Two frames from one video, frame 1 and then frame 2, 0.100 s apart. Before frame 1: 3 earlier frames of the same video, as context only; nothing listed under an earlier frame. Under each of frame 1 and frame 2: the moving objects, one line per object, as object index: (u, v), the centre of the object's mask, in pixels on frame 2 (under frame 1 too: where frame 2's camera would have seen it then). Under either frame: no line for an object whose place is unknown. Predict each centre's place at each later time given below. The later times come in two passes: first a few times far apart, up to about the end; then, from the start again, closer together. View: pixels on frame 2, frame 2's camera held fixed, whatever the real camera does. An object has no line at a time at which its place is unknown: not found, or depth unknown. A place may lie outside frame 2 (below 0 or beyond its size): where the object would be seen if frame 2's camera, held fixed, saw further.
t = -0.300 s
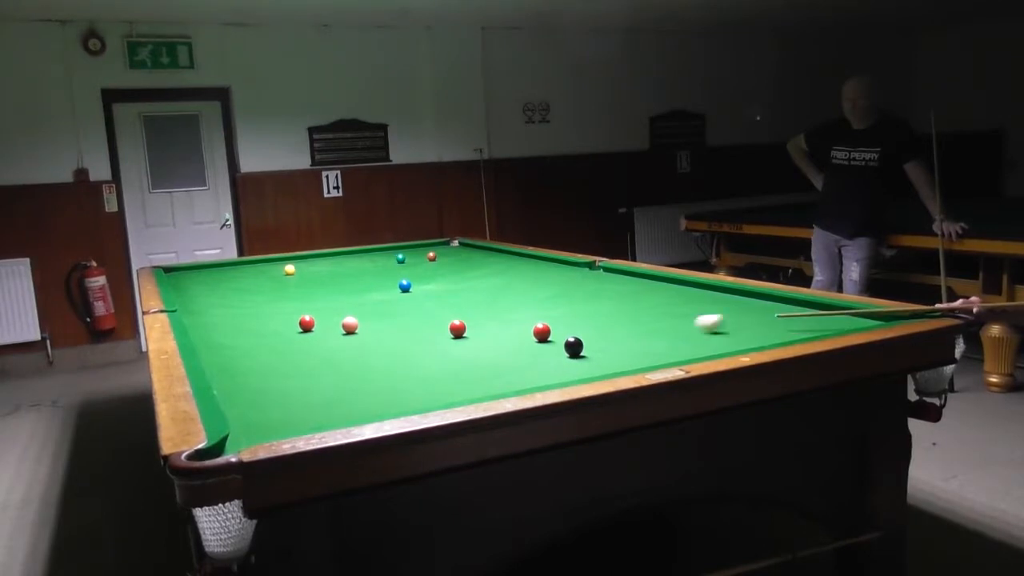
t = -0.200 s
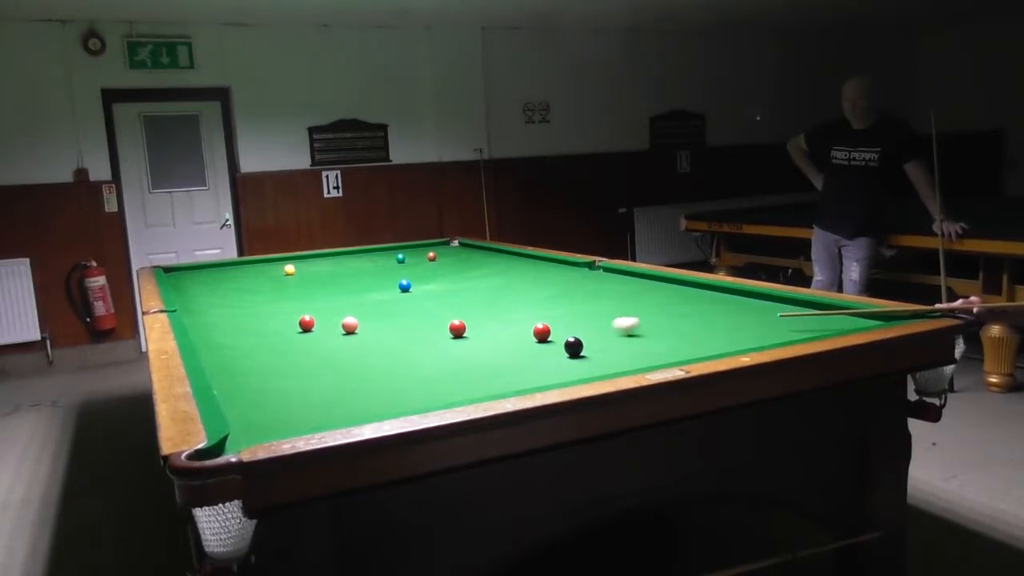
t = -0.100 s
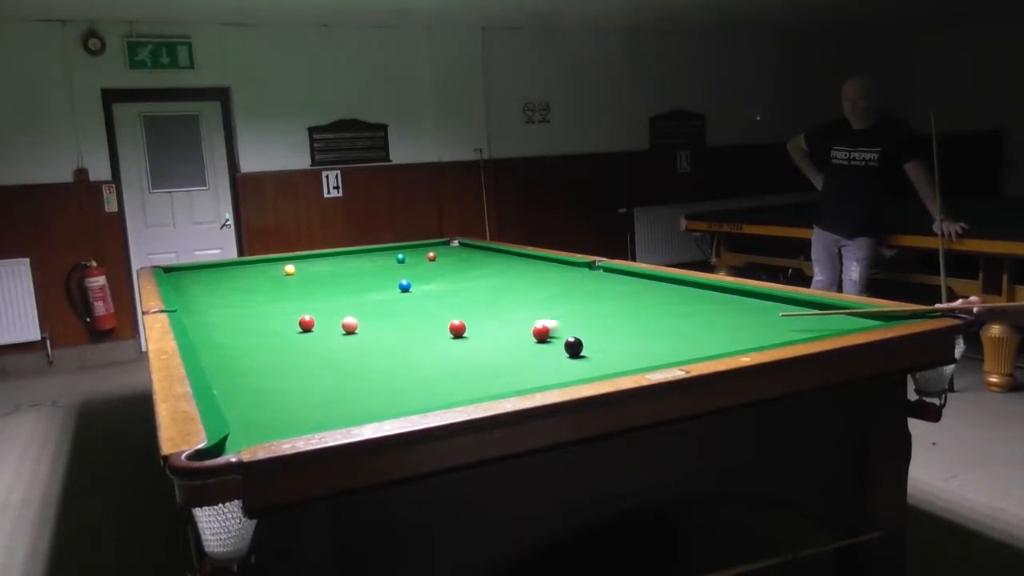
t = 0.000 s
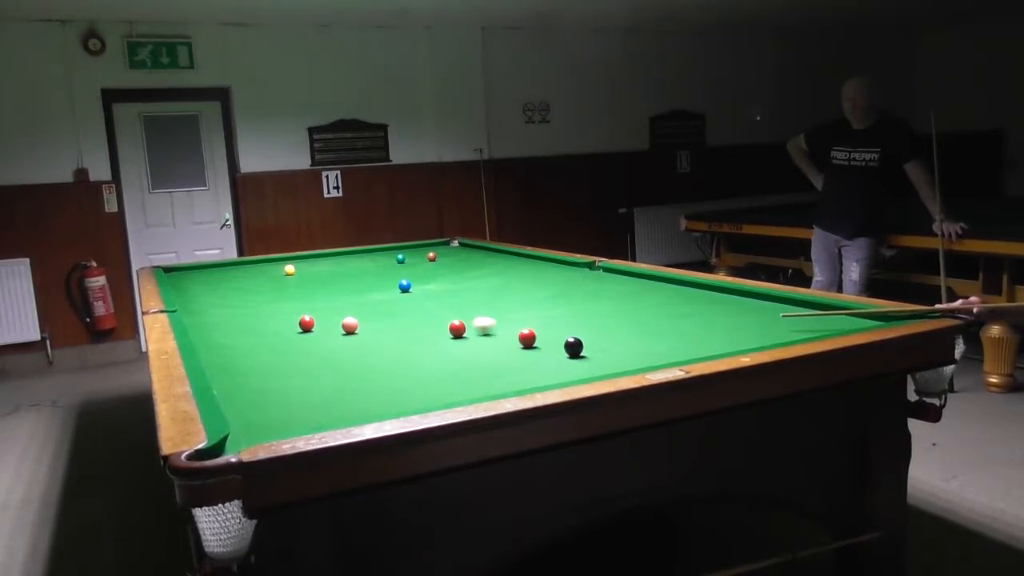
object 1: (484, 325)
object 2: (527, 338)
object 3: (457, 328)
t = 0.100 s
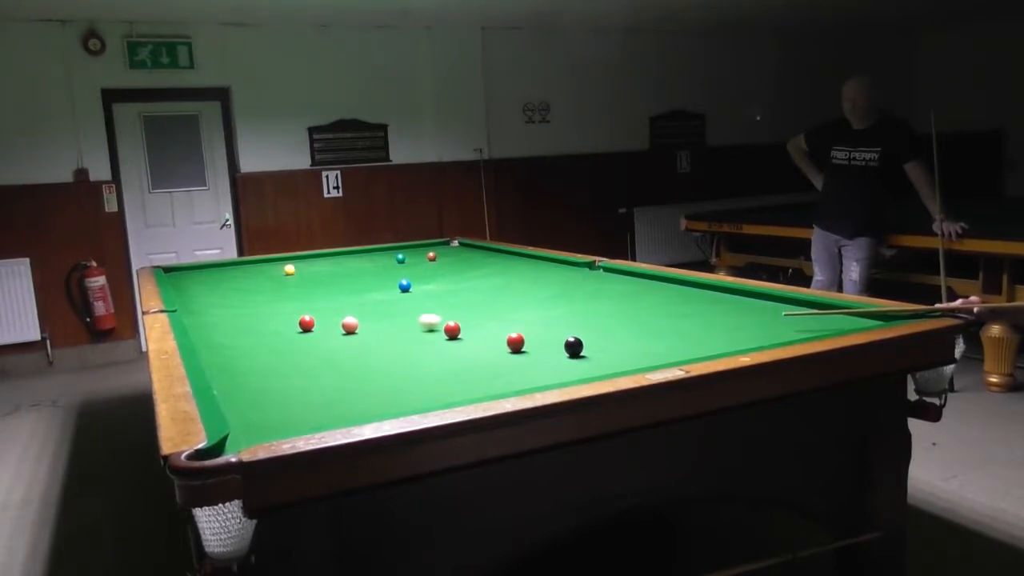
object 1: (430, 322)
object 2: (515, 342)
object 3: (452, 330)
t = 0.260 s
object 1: (355, 315)
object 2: (495, 350)
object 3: (442, 333)
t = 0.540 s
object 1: (241, 310)
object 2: (459, 364)
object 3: (425, 337)
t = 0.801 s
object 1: (200, 300)
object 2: (423, 378)
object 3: (410, 341)
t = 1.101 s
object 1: (233, 285)
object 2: (378, 395)
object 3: (395, 345)
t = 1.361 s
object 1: (255, 275)
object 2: (337, 409)
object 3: (383, 348)
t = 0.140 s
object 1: (410, 321)
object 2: (510, 344)
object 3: (449, 330)
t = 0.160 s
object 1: (400, 320)
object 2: (508, 345)
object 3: (448, 331)
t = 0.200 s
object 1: (381, 319)
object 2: (503, 347)
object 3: (445, 332)
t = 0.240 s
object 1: (364, 317)
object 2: (498, 349)
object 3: (443, 332)
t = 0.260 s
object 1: (355, 315)
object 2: (495, 350)
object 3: (442, 333)
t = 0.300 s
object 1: (335, 315)
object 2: (490, 352)
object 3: (439, 333)
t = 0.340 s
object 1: (320, 314)
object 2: (485, 354)
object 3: (437, 334)
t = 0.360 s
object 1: (311, 312)
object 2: (483, 355)
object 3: (435, 334)
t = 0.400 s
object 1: (294, 313)
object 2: (478, 357)
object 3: (433, 335)
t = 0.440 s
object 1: (279, 312)
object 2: (473, 359)
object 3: (431, 335)
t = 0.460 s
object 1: (271, 311)
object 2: (470, 359)
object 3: (430, 336)
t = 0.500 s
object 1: (256, 311)
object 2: (465, 361)
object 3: (427, 336)
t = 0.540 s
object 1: (241, 310)
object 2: (459, 364)
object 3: (425, 337)
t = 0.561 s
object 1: (234, 309)
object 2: (457, 365)
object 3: (424, 337)
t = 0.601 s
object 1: (220, 308)
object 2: (451, 367)
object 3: (421, 338)
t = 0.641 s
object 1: (207, 307)
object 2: (446, 369)
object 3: (419, 338)
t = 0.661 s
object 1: (200, 307)
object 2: (443, 370)
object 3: (418, 339)
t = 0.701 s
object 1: (188, 306)
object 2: (437, 372)
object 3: (416, 339)
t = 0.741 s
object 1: (189, 303)
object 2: (432, 375)
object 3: (413, 340)
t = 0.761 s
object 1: (193, 302)
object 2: (429, 376)
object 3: (412, 340)
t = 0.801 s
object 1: (200, 300)
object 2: (423, 378)
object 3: (410, 341)
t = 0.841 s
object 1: (205, 298)
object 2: (417, 380)
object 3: (408, 341)
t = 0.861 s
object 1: (208, 297)
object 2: (414, 381)
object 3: (407, 342)
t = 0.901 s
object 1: (212, 295)
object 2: (409, 383)
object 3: (405, 342)
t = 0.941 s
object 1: (217, 293)
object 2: (403, 385)
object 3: (403, 343)
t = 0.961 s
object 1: (219, 292)
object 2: (400, 387)
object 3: (402, 343)
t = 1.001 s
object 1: (223, 290)
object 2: (394, 389)
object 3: (400, 344)
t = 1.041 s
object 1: (227, 288)
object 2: (388, 391)
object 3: (398, 344)
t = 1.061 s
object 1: (229, 287)
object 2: (385, 392)
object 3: (397, 345)
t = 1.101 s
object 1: (233, 285)
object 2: (378, 395)
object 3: (395, 345)
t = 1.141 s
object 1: (237, 284)
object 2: (372, 397)
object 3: (393, 345)
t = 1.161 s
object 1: (239, 283)
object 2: (369, 398)
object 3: (392, 346)
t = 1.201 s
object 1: (242, 281)
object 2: (363, 401)
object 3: (390, 346)
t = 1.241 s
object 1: (246, 280)
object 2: (356, 403)
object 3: (388, 347)
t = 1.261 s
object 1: (247, 279)
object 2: (353, 404)
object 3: (387, 347)
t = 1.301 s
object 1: (251, 277)
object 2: (347, 406)
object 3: (386, 348)
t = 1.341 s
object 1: (254, 276)
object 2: (340, 408)
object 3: (384, 348)
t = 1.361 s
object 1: (255, 275)
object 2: (337, 409)
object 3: (383, 348)
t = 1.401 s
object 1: (259, 274)
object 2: (330, 411)
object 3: (381, 349)
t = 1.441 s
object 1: (262, 272)
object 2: (324, 413)
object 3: (380, 349)
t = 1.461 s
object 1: (263, 271)
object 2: (320, 414)
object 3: (379, 350)
